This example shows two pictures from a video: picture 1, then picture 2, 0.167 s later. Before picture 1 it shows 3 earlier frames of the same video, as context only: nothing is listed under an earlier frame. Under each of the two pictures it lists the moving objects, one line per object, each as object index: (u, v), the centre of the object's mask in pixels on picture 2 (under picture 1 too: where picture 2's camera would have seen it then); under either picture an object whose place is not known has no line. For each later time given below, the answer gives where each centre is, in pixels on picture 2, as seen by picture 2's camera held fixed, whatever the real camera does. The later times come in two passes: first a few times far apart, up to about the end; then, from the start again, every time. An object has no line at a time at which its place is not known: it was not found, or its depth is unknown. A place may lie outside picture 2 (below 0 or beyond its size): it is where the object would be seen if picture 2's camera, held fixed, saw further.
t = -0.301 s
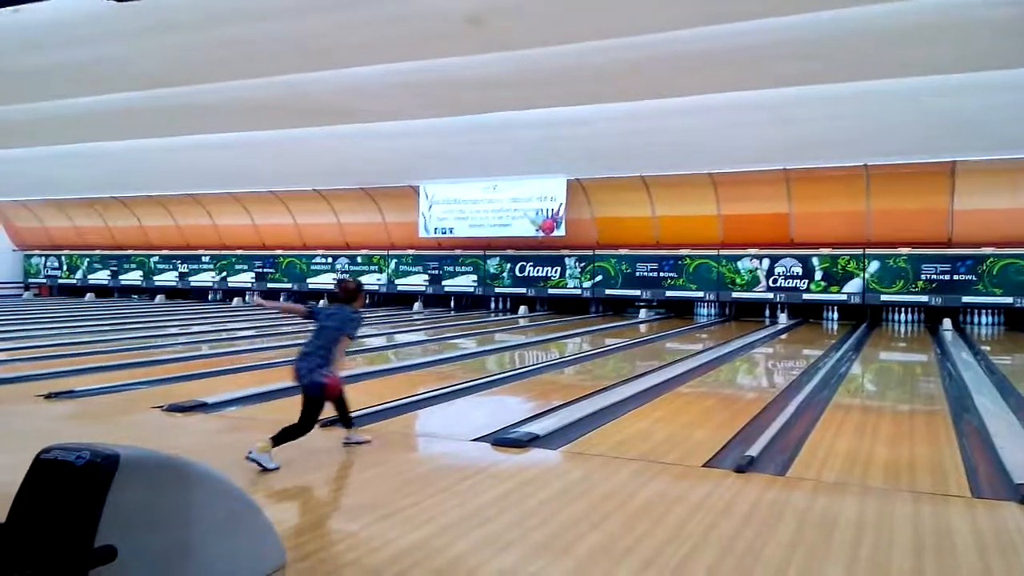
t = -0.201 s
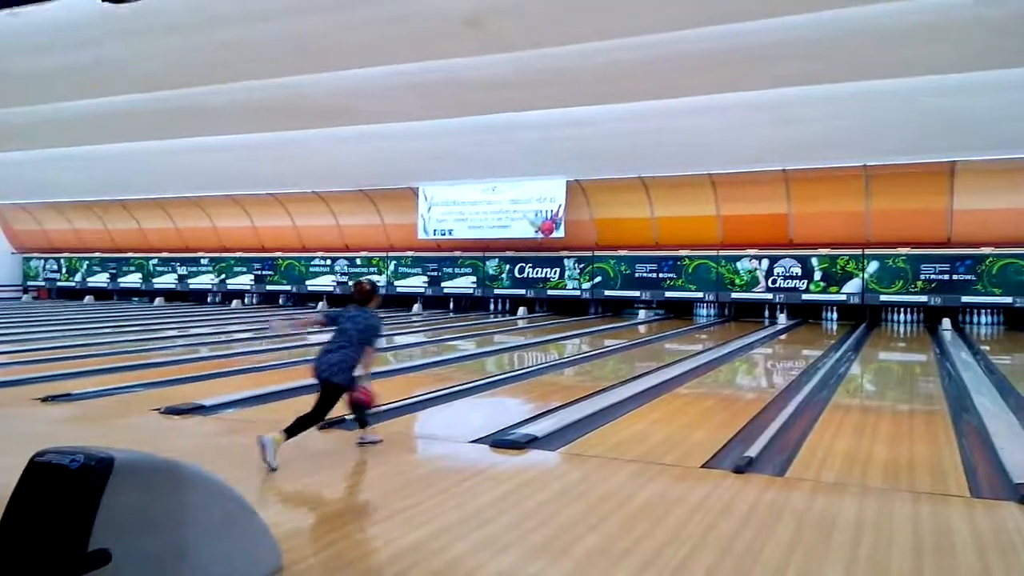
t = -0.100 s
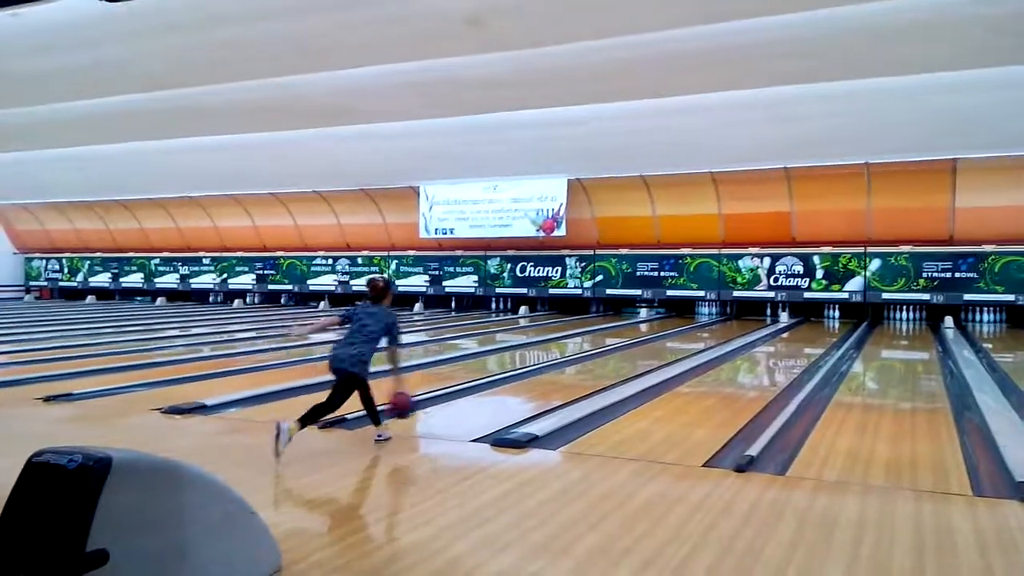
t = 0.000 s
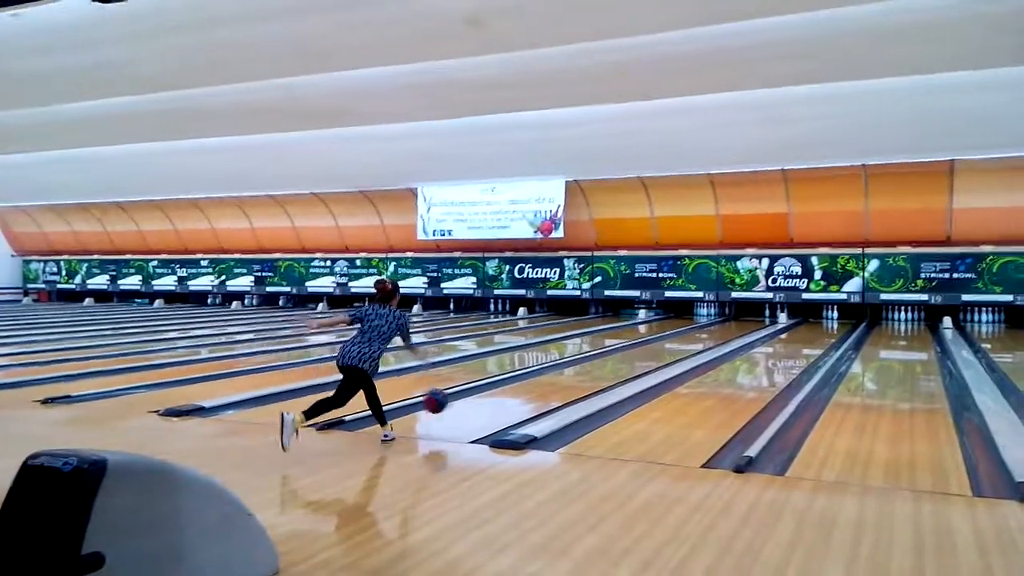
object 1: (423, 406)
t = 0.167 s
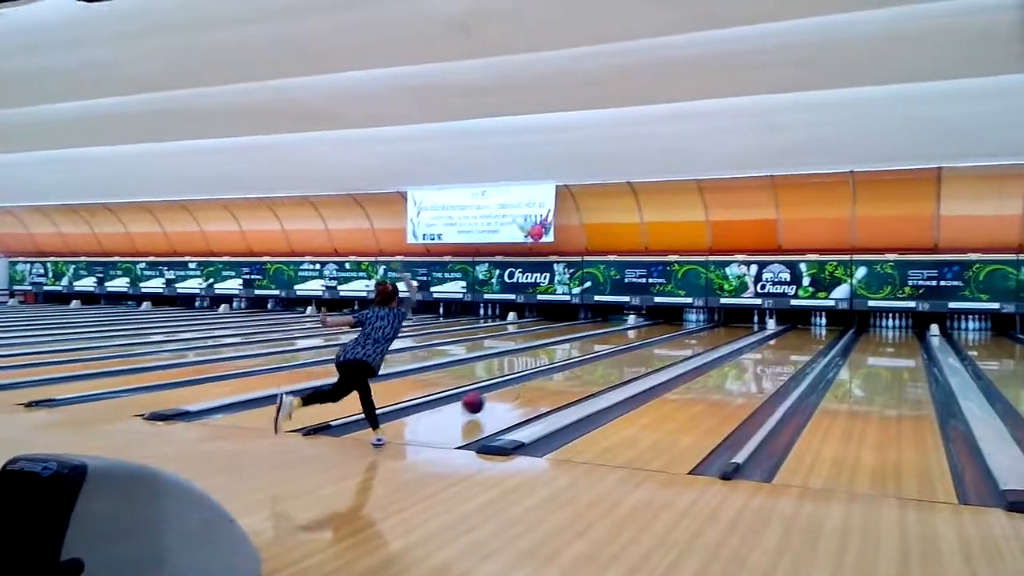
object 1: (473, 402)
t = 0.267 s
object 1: (497, 395)
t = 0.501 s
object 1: (549, 379)
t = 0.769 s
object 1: (586, 367)
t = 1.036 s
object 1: (616, 358)
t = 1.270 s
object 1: (638, 349)
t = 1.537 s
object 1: (658, 343)
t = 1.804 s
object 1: (674, 338)
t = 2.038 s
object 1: (687, 333)
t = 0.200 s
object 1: (481, 399)
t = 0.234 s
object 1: (489, 396)
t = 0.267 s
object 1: (497, 395)
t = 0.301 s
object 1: (505, 395)
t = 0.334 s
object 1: (511, 393)
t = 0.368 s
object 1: (519, 390)
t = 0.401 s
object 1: (531, 386)
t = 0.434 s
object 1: (537, 383)
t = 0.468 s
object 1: (543, 381)
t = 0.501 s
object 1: (549, 379)
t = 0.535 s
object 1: (554, 378)
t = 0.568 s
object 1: (559, 377)
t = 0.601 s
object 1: (564, 375)
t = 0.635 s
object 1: (569, 374)
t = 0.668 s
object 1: (574, 372)
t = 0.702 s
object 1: (578, 370)
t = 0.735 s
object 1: (583, 368)
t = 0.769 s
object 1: (586, 367)
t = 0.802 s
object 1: (591, 365)
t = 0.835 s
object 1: (595, 364)
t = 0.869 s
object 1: (599, 363)
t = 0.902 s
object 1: (603, 361)
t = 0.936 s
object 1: (606, 360)
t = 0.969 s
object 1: (610, 359)
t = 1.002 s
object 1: (613, 358)
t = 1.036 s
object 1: (616, 358)
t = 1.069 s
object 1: (620, 356)
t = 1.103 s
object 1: (623, 356)
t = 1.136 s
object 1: (627, 355)
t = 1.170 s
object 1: (629, 354)
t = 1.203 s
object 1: (632, 353)
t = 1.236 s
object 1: (635, 350)
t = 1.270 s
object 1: (638, 349)
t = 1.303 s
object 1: (641, 349)
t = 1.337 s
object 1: (644, 348)
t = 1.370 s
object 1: (646, 347)
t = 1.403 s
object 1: (649, 346)
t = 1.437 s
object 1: (650, 346)
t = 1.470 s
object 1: (652, 345)
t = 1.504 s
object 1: (656, 344)
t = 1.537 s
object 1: (658, 343)
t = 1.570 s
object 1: (660, 343)
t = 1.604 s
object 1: (662, 343)
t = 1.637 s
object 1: (665, 340)
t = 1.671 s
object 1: (667, 340)
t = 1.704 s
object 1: (669, 339)
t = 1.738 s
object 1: (671, 339)
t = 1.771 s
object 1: (673, 338)
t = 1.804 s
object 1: (674, 338)
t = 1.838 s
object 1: (679, 337)
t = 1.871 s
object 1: (679, 337)
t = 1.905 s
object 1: (681, 335)
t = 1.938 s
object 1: (683, 335)
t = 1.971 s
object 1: (684, 334)
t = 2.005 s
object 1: (686, 334)
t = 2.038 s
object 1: (687, 333)
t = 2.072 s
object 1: (688, 333)
